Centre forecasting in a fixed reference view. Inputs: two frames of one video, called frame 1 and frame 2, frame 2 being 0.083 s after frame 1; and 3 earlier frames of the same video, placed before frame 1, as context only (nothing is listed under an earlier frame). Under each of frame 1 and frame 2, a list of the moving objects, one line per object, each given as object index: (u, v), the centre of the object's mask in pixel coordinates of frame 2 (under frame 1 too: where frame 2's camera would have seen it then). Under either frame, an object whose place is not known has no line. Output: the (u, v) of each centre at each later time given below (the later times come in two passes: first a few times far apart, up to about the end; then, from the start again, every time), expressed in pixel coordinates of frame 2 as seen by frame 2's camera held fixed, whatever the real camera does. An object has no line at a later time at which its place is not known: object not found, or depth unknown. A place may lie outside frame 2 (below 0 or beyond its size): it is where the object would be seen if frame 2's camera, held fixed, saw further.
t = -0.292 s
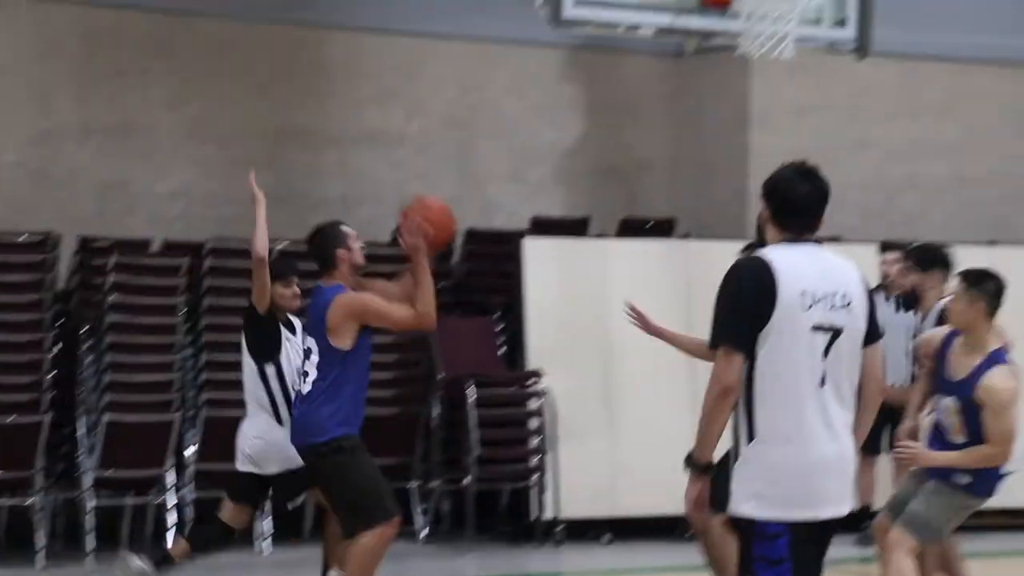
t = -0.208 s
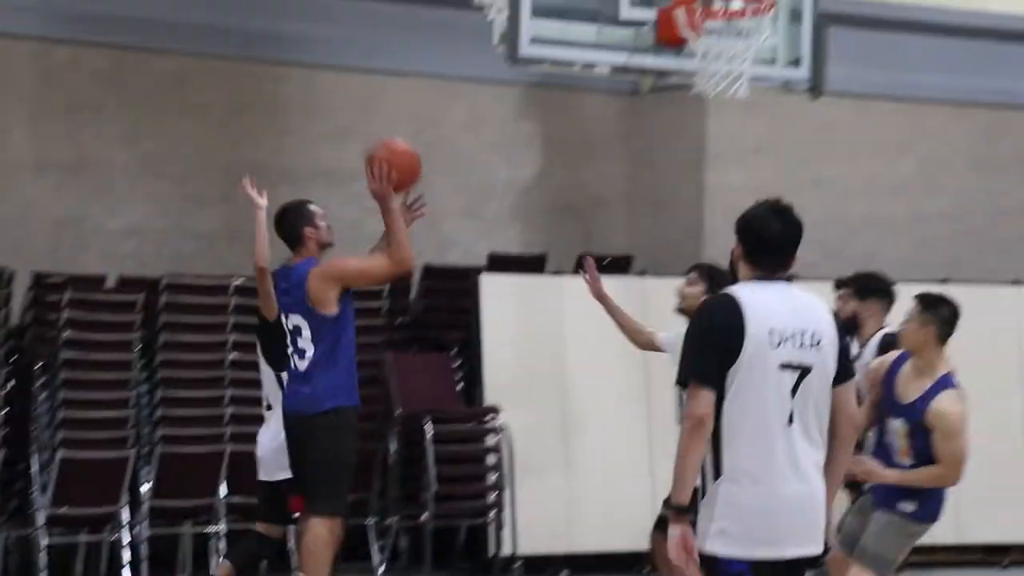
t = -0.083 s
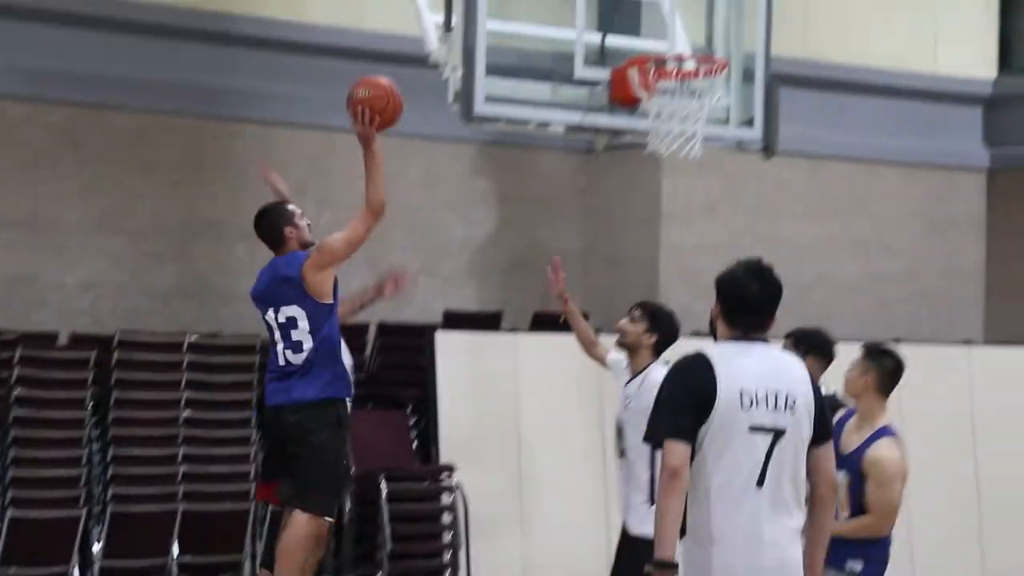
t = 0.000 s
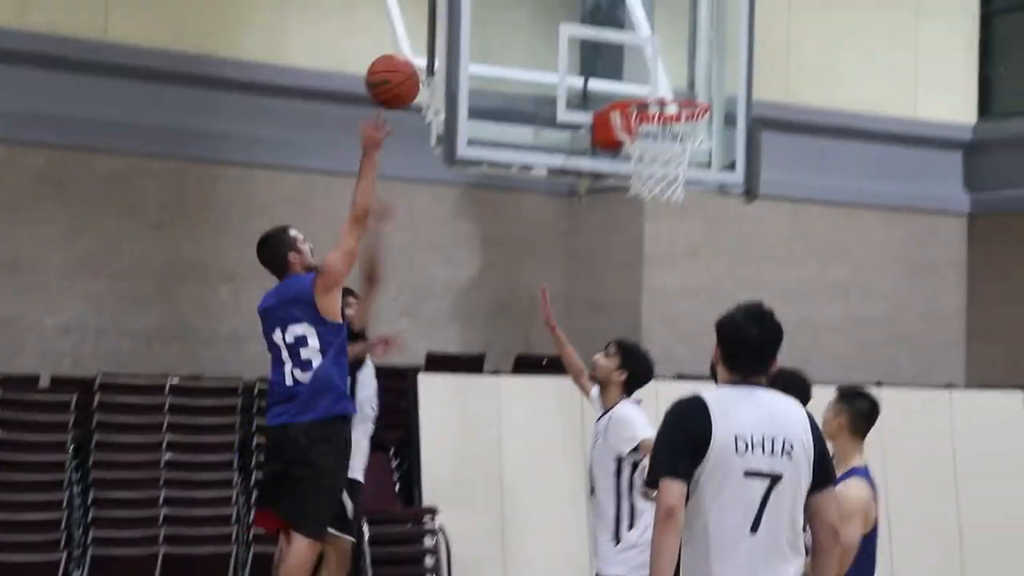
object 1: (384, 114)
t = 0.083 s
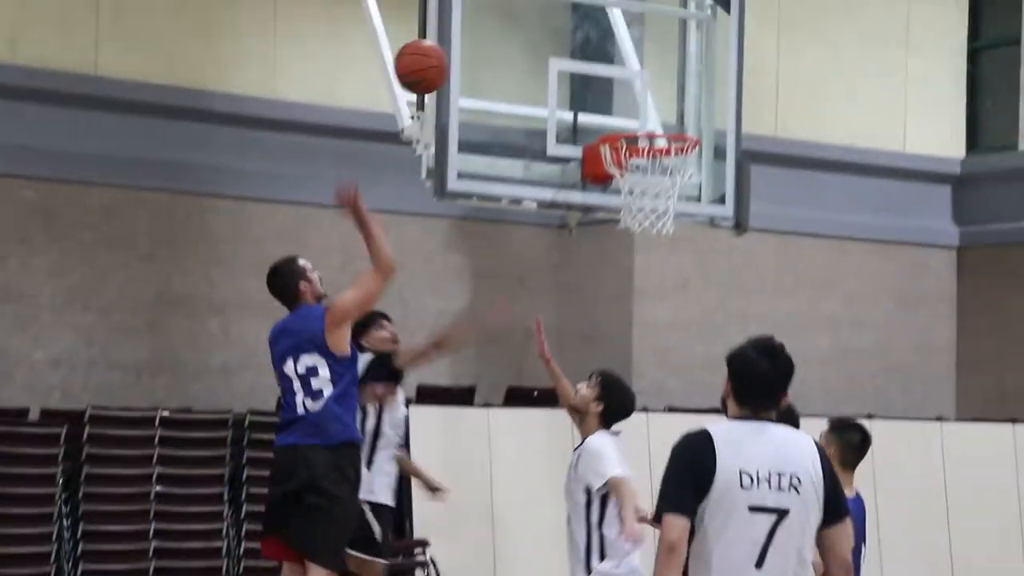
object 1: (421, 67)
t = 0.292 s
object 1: (508, 20)
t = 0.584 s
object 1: (618, 109)
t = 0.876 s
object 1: (641, 152)
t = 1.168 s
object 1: (634, 243)
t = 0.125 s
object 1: (438, 49)
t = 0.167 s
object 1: (456, 36)
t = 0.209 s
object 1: (474, 26)
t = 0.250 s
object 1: (491, 22)
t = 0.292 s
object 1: (508, 20)
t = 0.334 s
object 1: (524, 23)
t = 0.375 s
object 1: (541, 28)
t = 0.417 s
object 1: (557, 37)
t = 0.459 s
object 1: (573, 50)
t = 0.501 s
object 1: (588, 67)
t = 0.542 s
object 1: (605, 86)
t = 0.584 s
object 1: (618, 109)
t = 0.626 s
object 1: (632, 118)
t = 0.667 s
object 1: (645, 121)
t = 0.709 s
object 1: (658, 126)
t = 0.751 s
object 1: (668, 146)
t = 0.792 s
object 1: (662, 145)
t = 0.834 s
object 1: (648, 147)
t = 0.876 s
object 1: (641, 152)
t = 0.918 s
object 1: (626, 160)
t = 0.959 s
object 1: (623, 169)
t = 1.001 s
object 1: (622, 180)
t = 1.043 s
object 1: (624, 192)
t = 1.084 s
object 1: (628, 205)
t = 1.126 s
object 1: (631, 220)
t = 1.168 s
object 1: (634, 243)
